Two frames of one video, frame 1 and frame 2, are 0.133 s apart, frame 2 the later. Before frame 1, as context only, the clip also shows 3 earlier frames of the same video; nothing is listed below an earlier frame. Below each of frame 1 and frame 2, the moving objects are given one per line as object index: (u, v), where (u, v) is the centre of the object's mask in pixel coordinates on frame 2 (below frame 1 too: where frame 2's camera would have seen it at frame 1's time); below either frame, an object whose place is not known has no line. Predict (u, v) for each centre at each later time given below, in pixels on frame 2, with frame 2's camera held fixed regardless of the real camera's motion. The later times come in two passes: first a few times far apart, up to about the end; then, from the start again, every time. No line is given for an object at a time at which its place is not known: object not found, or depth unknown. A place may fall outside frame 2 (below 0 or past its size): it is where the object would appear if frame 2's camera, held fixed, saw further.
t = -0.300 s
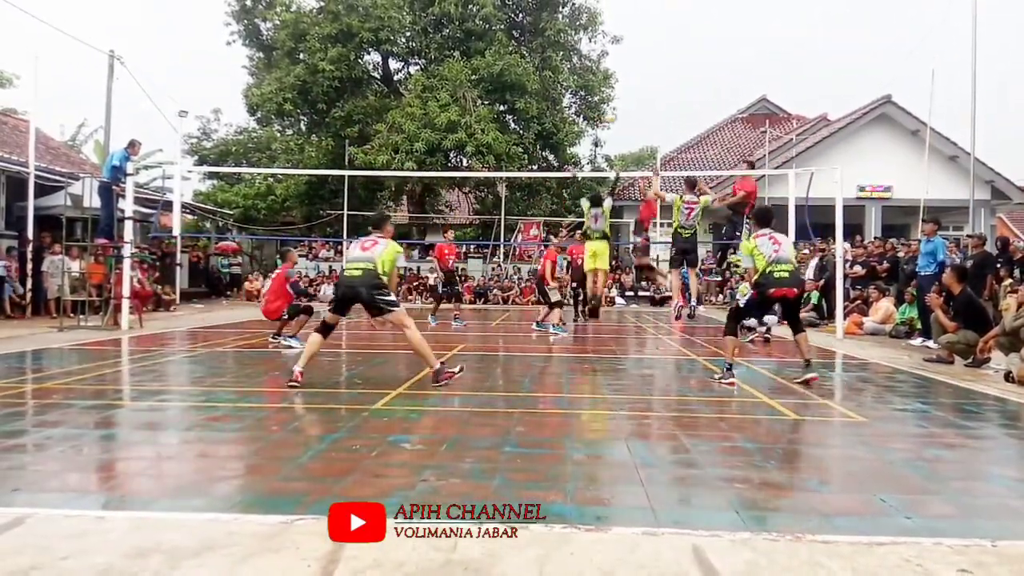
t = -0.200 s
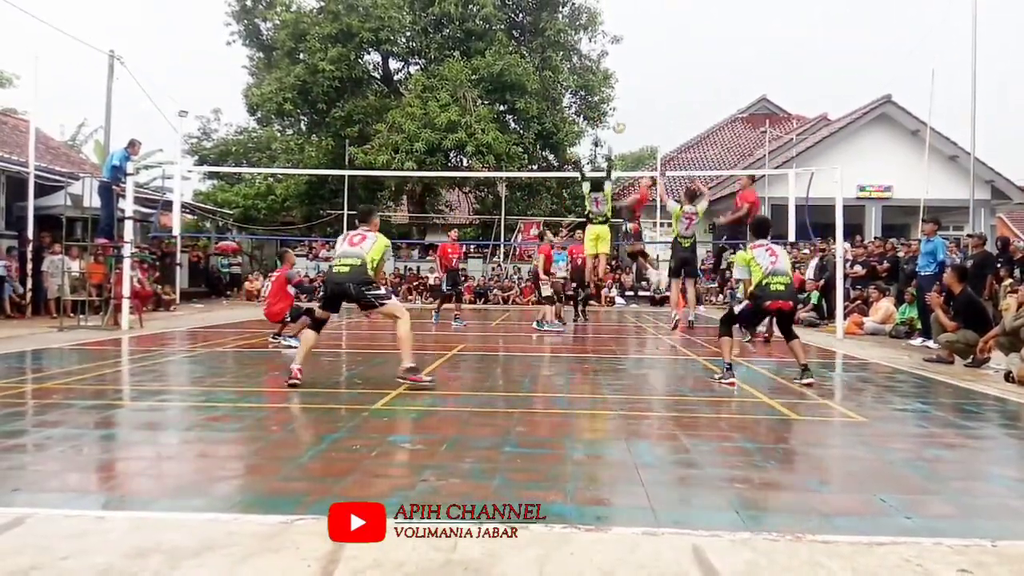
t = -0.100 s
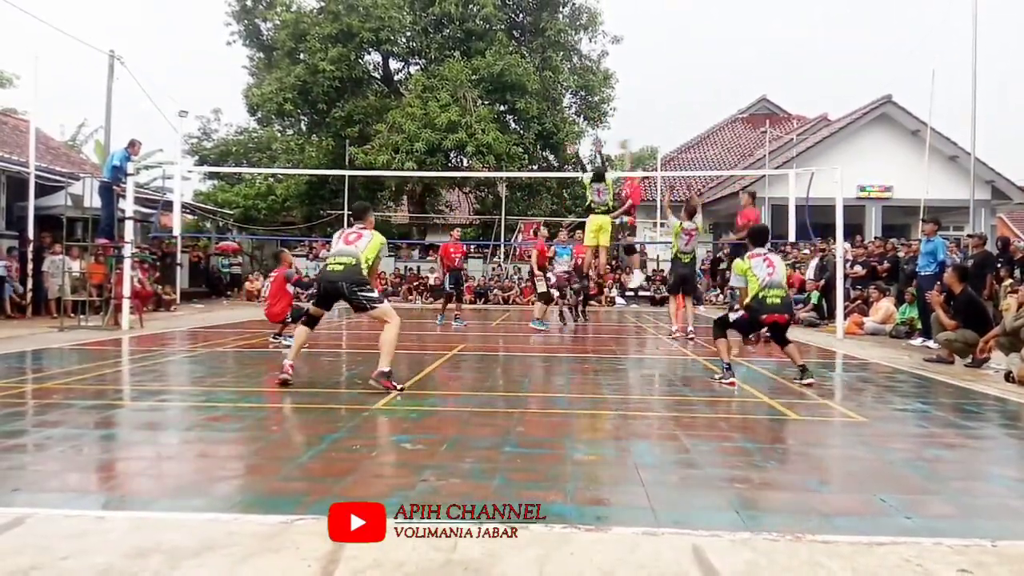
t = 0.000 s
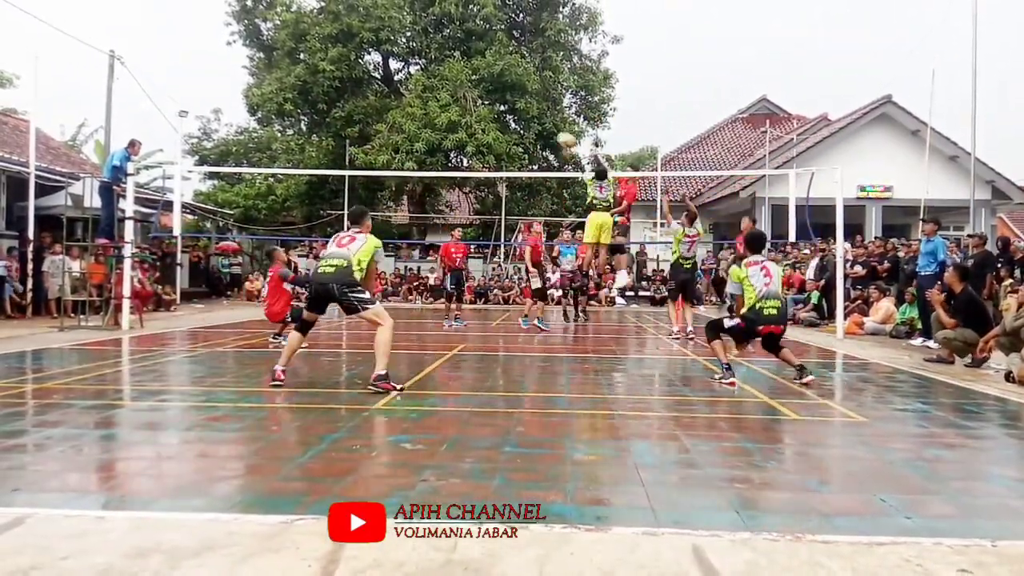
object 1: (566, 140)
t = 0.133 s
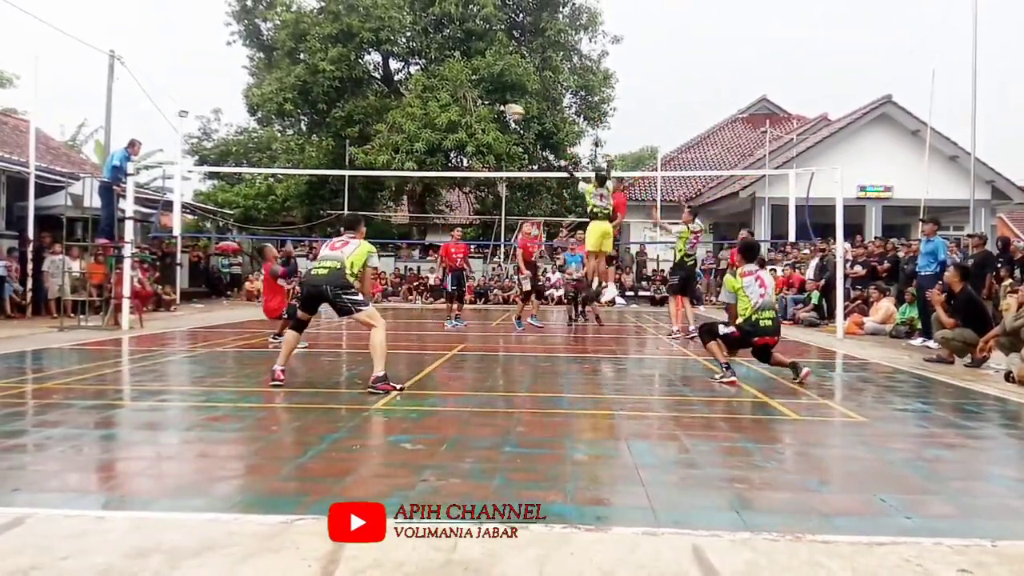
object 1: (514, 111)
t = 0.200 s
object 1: (488, 102)
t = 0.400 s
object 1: (396, 91)
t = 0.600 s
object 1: (292, 116)
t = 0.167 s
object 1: (501, 107)
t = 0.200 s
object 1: (488, 102)
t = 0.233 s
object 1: (472, 97)
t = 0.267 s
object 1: (457, 95)
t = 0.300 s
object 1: (443, 93)
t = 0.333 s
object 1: (427, 92)
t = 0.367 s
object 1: (412, 92)
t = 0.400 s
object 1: (396, 91)
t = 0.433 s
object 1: (380, 93)
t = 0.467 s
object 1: (362, 96)
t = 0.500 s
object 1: (345, 98)
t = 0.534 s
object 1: (328, 104)
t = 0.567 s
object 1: (311, 109)
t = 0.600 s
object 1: (292, 116)
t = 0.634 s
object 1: (274, 123)
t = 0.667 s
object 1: (256, 133)
